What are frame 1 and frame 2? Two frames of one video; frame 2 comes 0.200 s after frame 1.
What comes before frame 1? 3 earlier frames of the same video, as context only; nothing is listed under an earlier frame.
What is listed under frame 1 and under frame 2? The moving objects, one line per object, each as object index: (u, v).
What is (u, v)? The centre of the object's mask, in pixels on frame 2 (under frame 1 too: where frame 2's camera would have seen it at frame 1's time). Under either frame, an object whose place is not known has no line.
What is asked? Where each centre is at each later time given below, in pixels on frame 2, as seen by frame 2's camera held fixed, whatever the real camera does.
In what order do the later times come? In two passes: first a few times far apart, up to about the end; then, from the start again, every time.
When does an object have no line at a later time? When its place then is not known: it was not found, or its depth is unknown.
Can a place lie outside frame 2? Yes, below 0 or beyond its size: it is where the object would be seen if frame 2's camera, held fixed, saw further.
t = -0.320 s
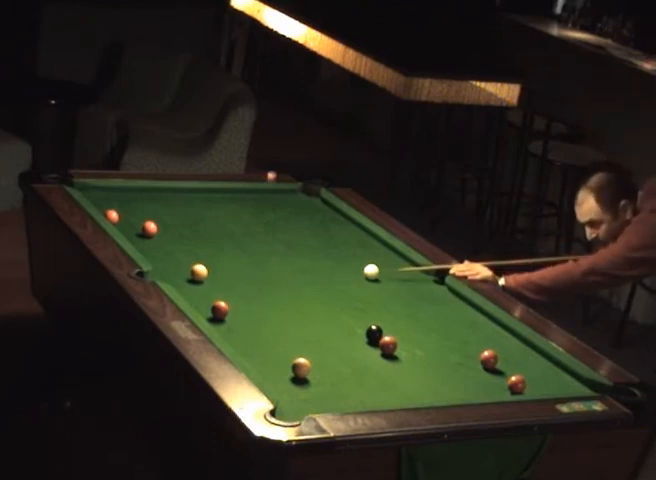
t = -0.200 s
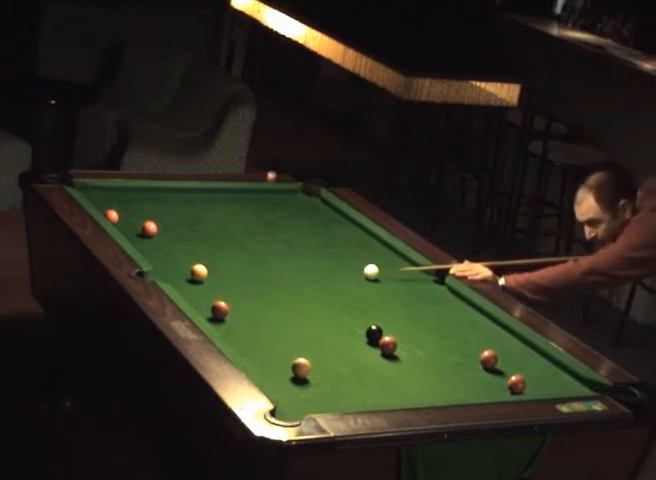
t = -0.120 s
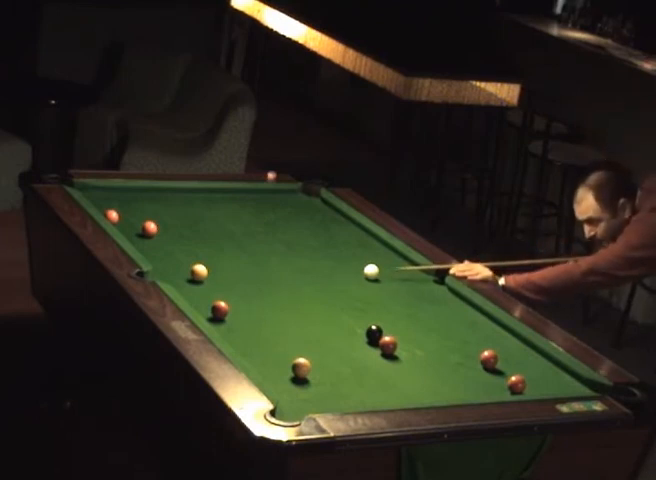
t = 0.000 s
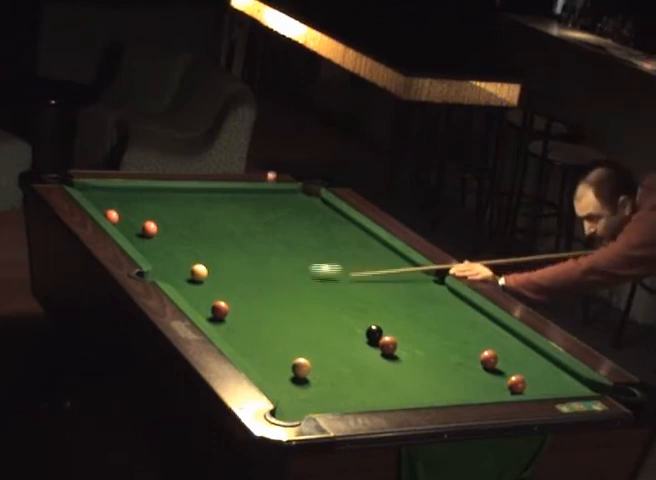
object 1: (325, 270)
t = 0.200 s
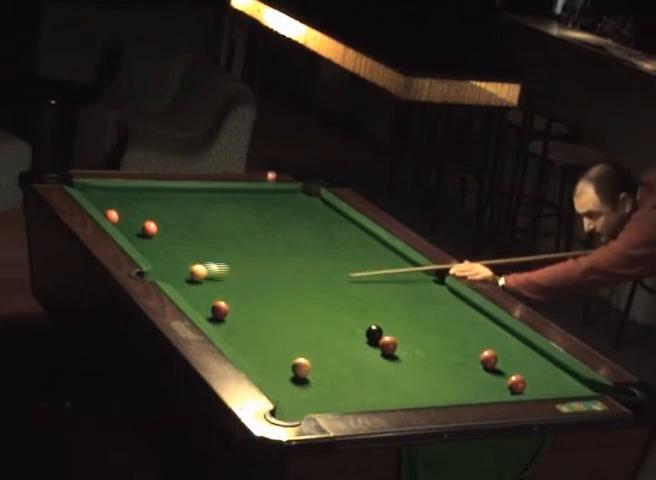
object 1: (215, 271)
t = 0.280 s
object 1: (198, 265)
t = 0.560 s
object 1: (145, 249)
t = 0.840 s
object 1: (161, 243)
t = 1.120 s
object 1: (176, 237)
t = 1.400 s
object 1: (189, 232)
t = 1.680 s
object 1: (199, 227)
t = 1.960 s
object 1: (209, 224)
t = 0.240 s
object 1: (205, 267)
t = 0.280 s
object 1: (198, 265)
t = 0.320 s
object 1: (190, 262)
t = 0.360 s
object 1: (180, 260)
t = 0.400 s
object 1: (171, 257)
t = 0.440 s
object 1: (162, 255)
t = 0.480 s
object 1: (153, 253)
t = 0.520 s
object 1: (145, 250)
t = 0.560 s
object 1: (145, 249)
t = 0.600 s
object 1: (148, 248)
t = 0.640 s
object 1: (150, 248)
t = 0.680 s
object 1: (152, 247)
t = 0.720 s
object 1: (155, 246)
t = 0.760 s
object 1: (156, 245)
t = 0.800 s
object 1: (159, 244)
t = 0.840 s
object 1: (161, 243)
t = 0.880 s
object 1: (163, 242)
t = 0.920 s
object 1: (166, 241)
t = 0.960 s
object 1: (168, 240)
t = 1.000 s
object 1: (170, 239)
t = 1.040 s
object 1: (172, 238)
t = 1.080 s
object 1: (174, 238)
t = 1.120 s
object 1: (176, 237)
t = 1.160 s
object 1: (178, 236)
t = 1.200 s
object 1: (179, 235)
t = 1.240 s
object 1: (182, 235)
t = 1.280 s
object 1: (183, 234)
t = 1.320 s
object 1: (185, 233)
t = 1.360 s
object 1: (187, 232)
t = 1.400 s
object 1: (189, 232)
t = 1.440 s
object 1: (190, 231)
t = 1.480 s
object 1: (192, 230)
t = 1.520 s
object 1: (194, 230)
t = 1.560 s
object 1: (195, 229)
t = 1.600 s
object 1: (197, 228)
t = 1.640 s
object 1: (198, 228)
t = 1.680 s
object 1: (199, 227)
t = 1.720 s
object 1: (201, 227)
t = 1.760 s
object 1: (202, 226)
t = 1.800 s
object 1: (204, 226)
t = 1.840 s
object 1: (205, 225)
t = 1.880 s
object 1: (206, 225)
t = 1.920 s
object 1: (208, 224)
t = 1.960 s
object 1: (209, 224)
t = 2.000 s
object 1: (210, 223)
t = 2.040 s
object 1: (211, 223)
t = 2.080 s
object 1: (213, 223)
